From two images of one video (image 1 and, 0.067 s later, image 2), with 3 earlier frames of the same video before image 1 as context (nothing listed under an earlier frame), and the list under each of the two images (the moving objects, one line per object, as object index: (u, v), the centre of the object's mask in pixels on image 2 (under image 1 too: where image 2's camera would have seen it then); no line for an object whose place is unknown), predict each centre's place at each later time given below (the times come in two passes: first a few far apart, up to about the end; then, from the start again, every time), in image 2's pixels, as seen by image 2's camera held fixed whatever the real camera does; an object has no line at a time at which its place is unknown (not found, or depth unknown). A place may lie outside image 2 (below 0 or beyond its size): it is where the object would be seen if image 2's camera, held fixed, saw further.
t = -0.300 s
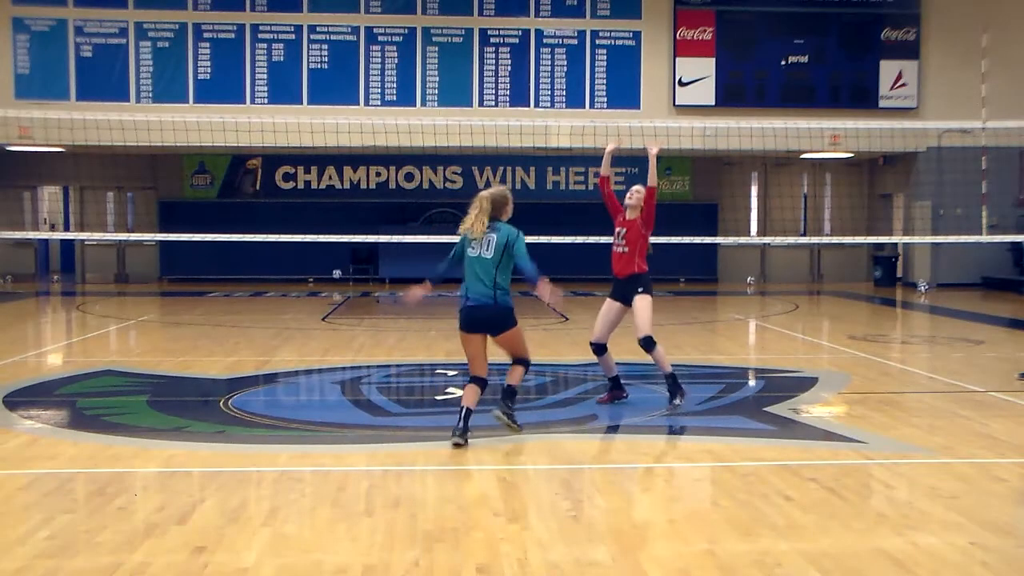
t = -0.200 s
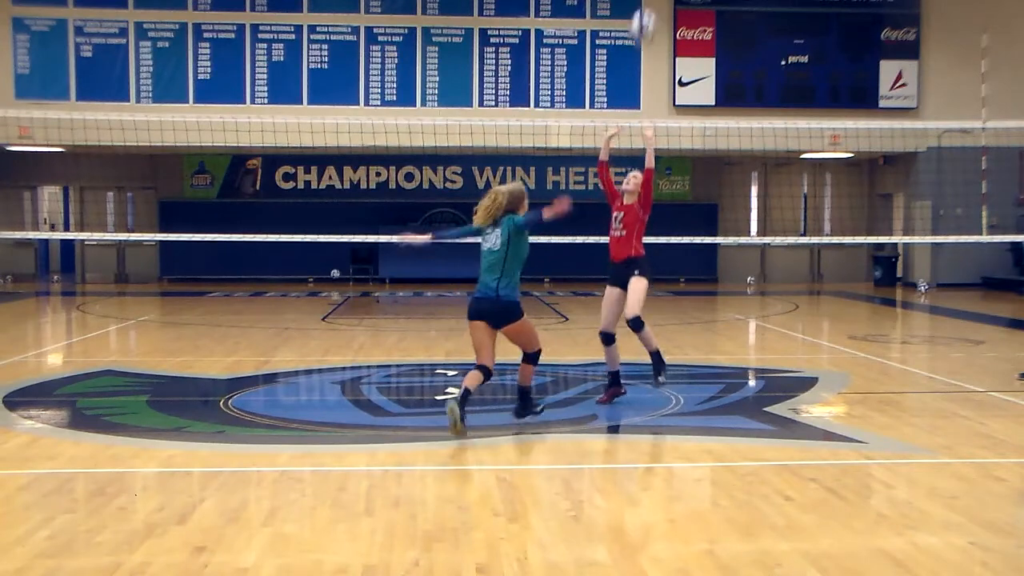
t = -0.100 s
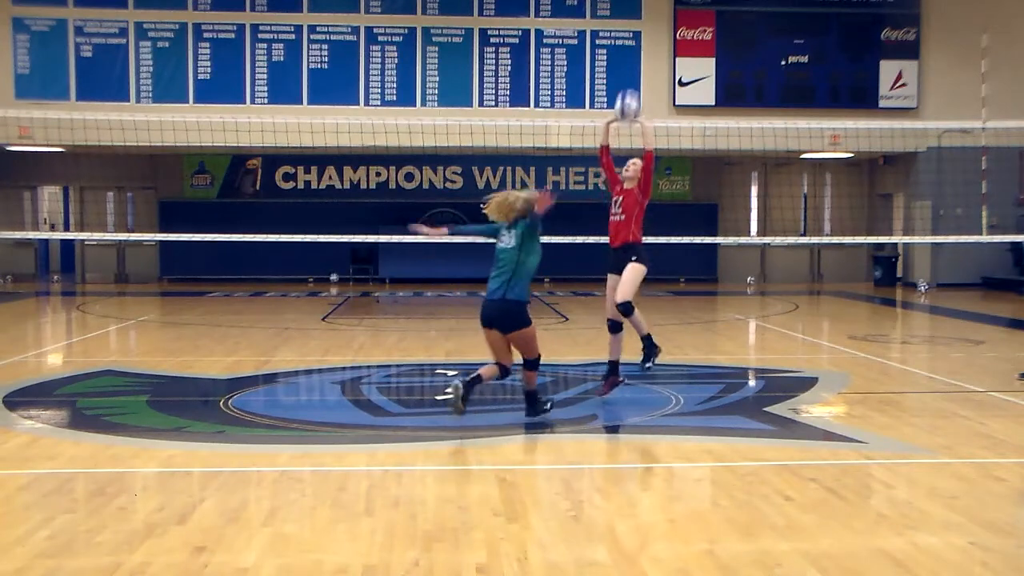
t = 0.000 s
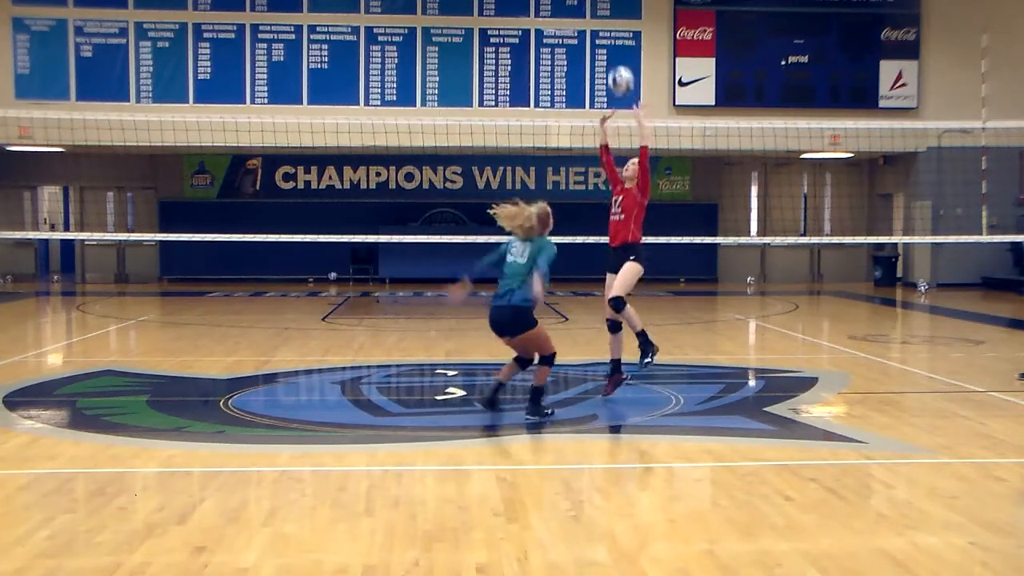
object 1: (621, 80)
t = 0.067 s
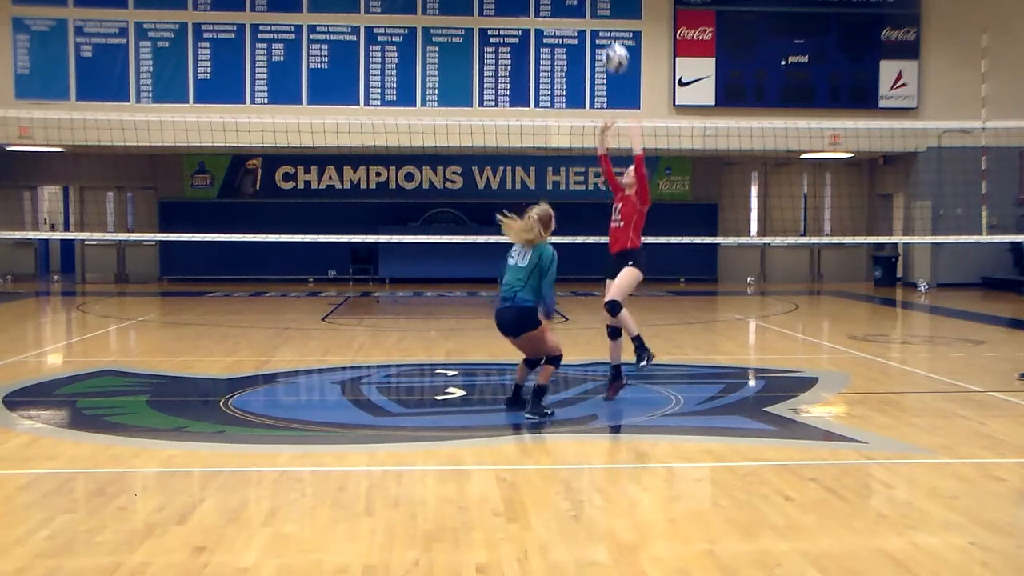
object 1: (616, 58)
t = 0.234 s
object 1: (602, 23)
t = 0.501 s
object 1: (580, 38)
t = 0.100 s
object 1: (613, 49)
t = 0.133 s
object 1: (610, 40)
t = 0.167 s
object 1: (607, 33)
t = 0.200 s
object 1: (604, 27)
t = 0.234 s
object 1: (602, 23)
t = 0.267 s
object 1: (599, 20)
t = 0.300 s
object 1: (596, 17)
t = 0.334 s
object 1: (593, 17)
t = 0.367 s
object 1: (591, 19)
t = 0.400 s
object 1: (588, 22)
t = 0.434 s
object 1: (586, 26)
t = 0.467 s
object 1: (583, 32)
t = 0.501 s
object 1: (580, 38)
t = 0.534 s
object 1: (577, 47)
